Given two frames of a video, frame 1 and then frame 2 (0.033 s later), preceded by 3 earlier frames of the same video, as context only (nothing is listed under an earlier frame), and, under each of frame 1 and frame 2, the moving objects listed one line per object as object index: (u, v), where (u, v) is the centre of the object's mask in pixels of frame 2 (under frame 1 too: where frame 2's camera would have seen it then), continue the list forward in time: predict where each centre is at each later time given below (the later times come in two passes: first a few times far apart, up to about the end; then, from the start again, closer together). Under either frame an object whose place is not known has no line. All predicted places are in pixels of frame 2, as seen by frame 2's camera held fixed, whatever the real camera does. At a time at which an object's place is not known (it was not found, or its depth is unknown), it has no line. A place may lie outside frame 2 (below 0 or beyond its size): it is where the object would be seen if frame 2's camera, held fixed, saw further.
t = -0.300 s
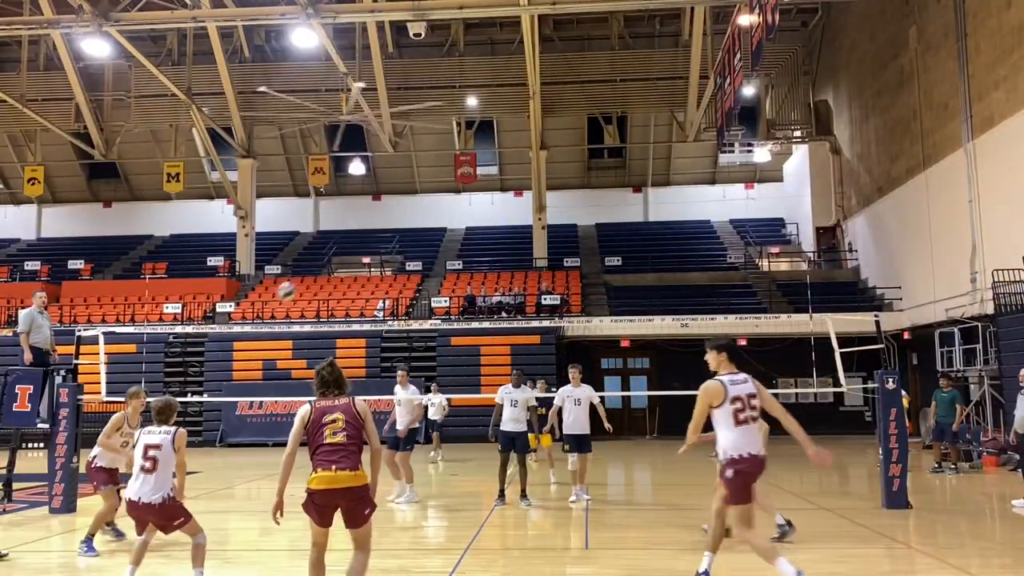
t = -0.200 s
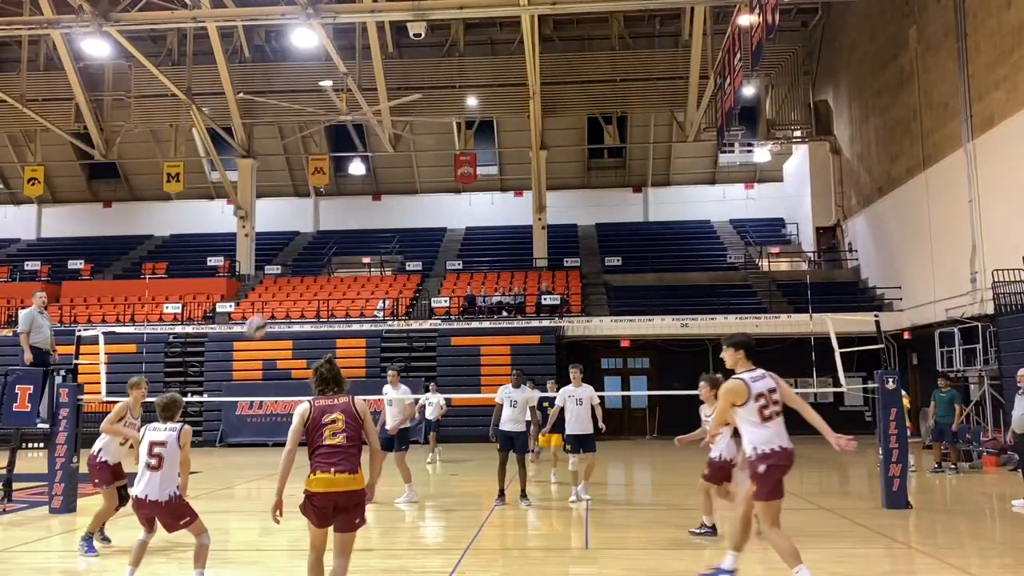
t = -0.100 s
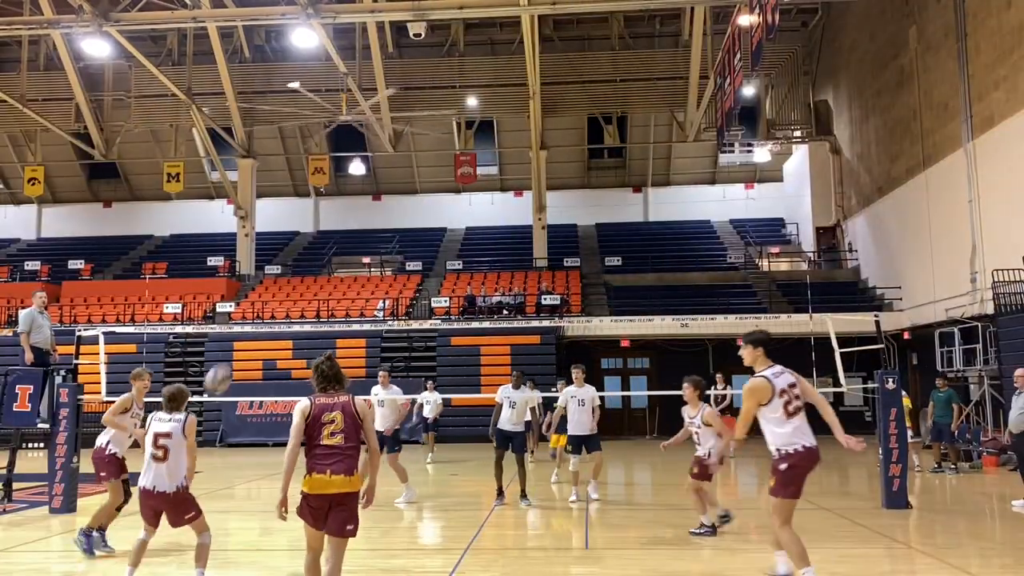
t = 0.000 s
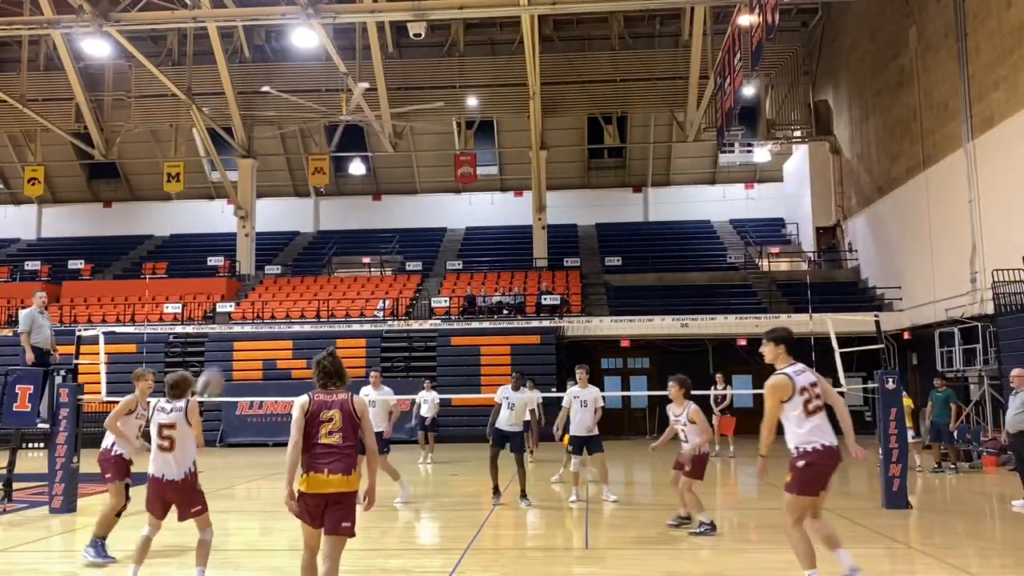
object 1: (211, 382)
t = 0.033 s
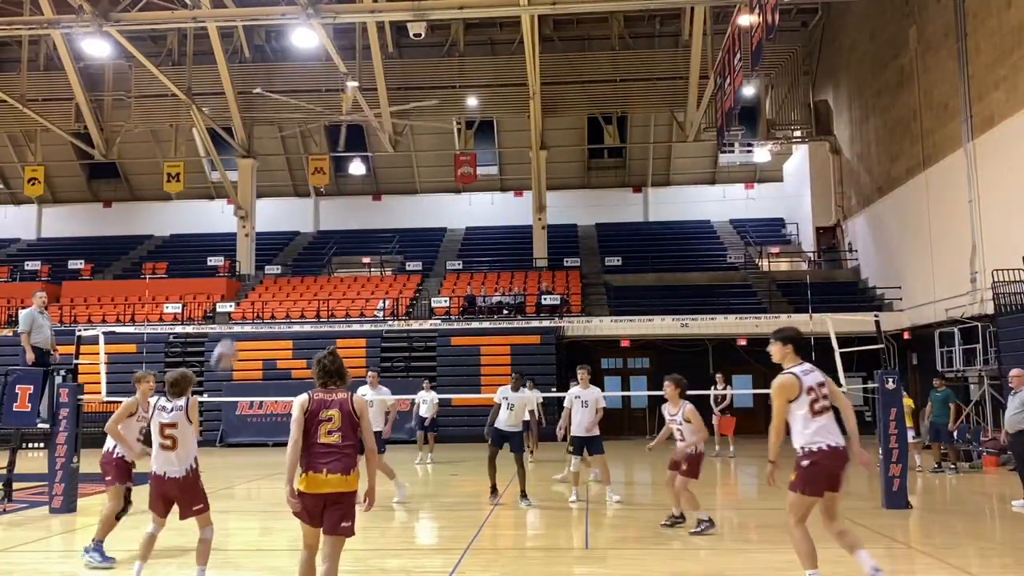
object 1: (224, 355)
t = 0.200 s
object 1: (299, 243)
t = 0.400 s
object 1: (375, 164)
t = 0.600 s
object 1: (439, 136)
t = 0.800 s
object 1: (497, 147)
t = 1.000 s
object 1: (549, 192)
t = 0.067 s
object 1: (240, 328)
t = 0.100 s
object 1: (256, 303)
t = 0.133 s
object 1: (271, 279)
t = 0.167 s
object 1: (287, 259)
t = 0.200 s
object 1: (299, 243)
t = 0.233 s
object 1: (314, 225)
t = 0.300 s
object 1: (340, 195)
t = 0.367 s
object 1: (365, 174)
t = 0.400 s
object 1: (375, 164)
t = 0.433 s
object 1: (386, 157)
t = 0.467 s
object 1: (398, 150)
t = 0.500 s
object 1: (409, 144)
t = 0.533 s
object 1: (419, 141)
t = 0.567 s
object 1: (430, 138)
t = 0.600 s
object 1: (439, 136)
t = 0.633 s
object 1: (449, 135)
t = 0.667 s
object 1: (460, 136)
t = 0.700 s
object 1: (469, 138)
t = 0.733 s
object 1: (478, 139)
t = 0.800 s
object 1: (497, 147)
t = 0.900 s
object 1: (524, 165)
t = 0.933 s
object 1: (531, 173)
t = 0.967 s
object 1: (542, 182)
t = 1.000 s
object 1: (549, 192)
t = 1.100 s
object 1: (574, 229)
